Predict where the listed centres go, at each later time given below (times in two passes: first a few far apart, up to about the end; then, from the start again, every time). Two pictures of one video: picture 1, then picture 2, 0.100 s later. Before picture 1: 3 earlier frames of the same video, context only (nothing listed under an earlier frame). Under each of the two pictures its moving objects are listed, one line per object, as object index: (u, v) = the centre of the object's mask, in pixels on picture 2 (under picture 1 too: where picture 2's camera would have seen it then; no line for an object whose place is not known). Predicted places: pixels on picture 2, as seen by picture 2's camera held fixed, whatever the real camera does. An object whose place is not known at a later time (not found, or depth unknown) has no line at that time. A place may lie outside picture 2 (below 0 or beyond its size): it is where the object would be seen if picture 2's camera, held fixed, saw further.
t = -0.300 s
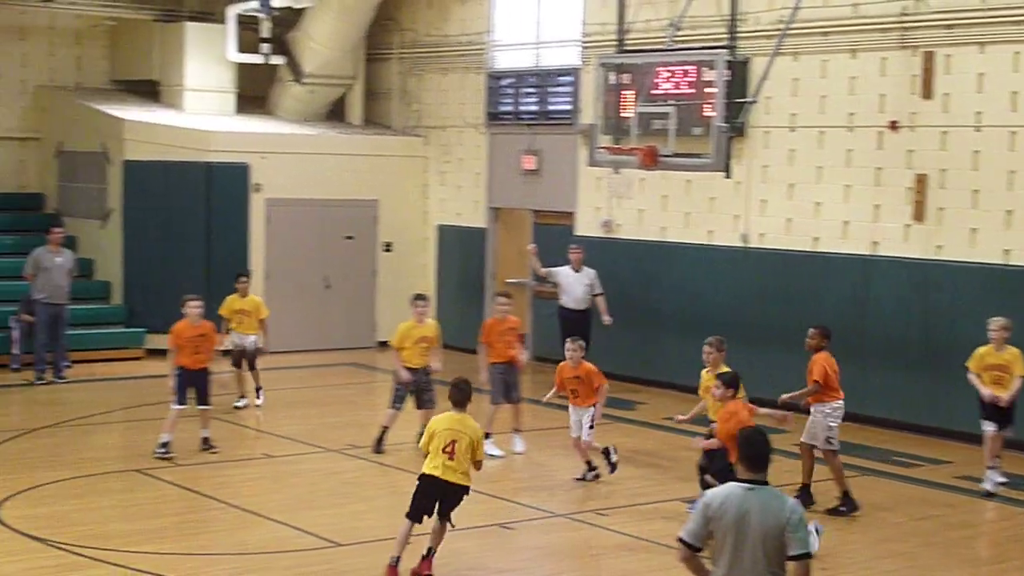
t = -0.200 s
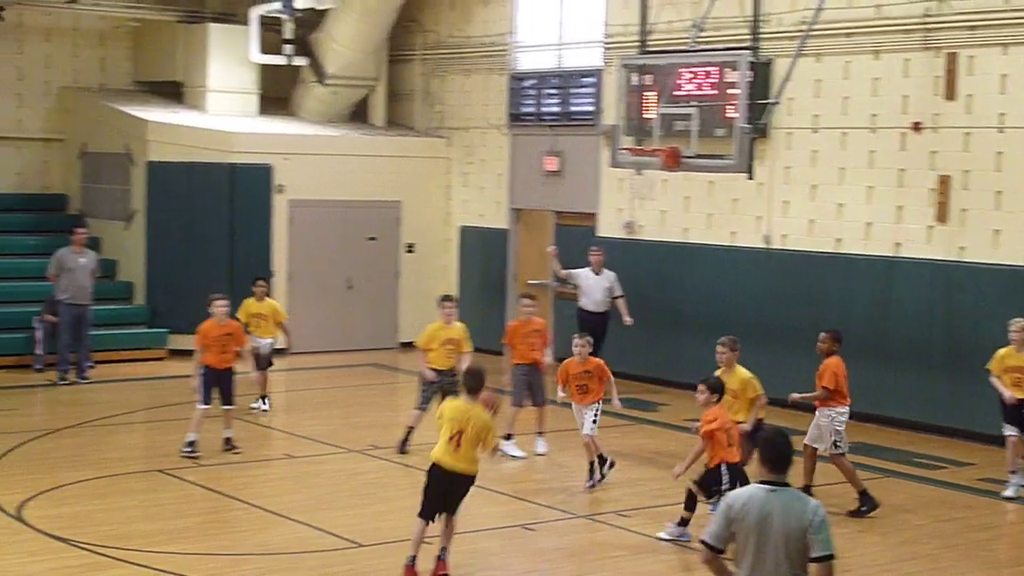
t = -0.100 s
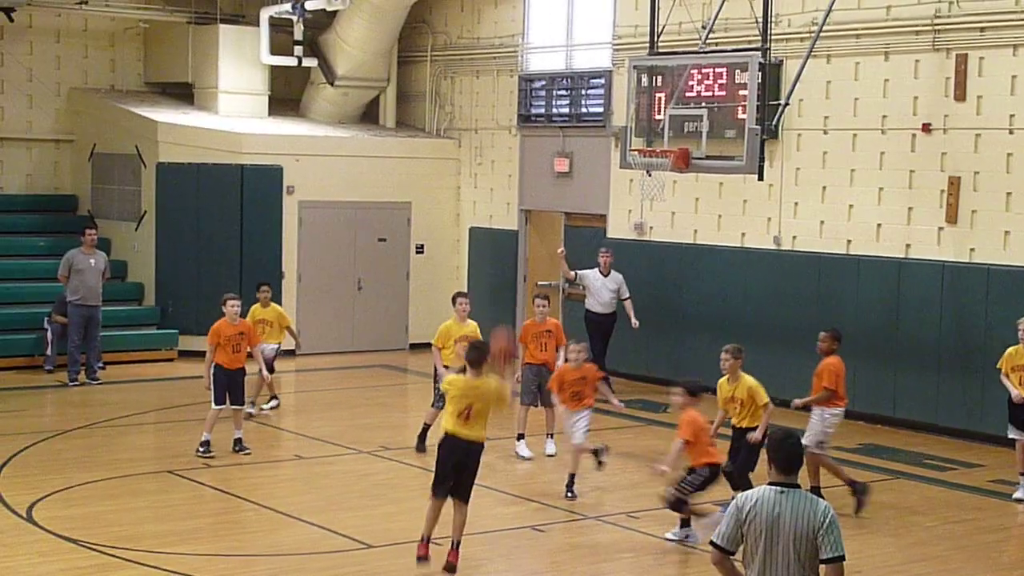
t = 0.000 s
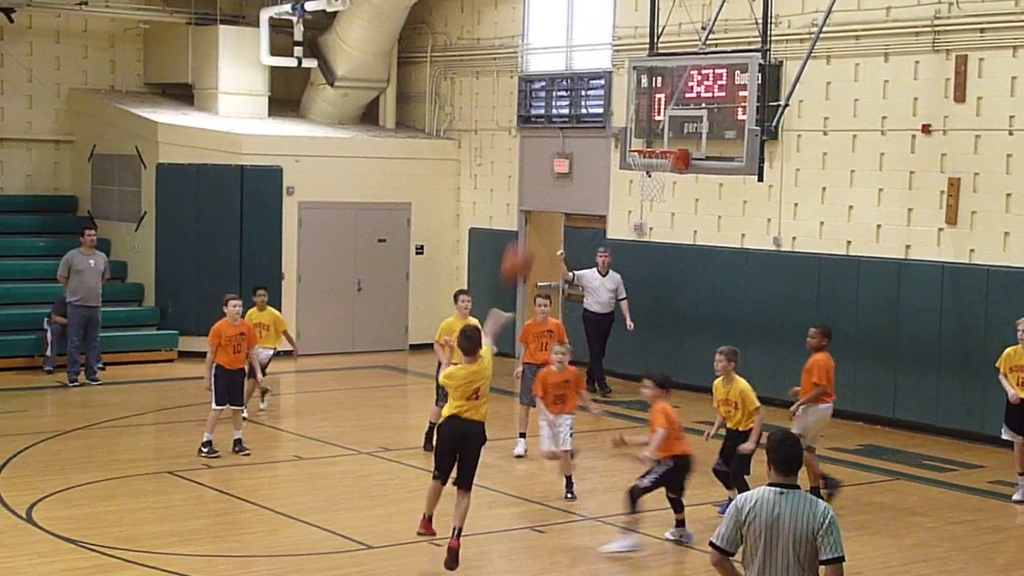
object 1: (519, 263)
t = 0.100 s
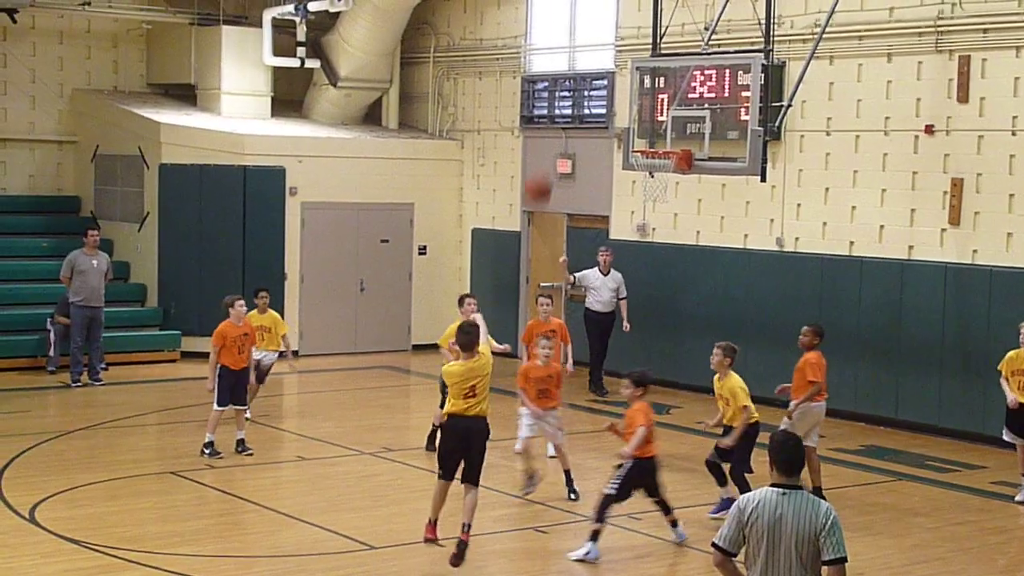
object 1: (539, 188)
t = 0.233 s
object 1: (557, 117)
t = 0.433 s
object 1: (585, 55)
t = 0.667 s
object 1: (613, 51)
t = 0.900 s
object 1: (634, 103)
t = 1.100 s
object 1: (623, 159)
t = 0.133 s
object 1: (542, 168)
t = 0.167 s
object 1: (549, 145)
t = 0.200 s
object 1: (552, 129)
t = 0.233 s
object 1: (557, 117)
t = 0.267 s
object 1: (564, 100)
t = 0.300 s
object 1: (568, 87)
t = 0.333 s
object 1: (572, 79)
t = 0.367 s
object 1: (577, 71)
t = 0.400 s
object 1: (581, 61)
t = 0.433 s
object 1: (585, 55)
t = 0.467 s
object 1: (590, 51)
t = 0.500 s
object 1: (594, 47)
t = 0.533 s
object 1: (598, 45)
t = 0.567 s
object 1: (602, 45)
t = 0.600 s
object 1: (606, 45)
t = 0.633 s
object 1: (610, 47)
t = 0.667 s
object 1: (613, 51)
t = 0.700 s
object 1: (617, 55)
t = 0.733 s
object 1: (619, 60)
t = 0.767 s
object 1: (622, 66)
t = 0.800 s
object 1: (625, 74)
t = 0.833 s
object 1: (628, 83)
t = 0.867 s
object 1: (631, 94)
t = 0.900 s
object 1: (634, 103)
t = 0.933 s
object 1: (635, 115)
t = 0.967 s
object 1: (640, 126)
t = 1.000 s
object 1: (642, 142)
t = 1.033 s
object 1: (638, 149)
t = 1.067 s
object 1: (630, 154)
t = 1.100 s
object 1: (623, 159)
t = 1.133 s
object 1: (613, 167)
